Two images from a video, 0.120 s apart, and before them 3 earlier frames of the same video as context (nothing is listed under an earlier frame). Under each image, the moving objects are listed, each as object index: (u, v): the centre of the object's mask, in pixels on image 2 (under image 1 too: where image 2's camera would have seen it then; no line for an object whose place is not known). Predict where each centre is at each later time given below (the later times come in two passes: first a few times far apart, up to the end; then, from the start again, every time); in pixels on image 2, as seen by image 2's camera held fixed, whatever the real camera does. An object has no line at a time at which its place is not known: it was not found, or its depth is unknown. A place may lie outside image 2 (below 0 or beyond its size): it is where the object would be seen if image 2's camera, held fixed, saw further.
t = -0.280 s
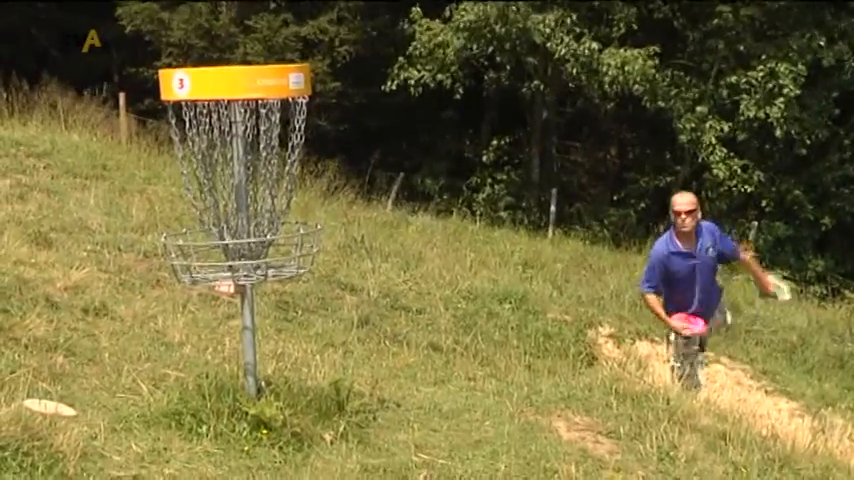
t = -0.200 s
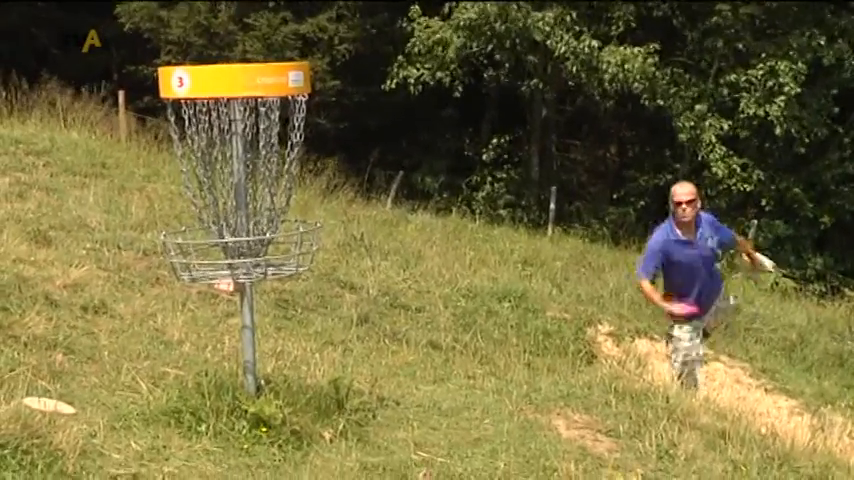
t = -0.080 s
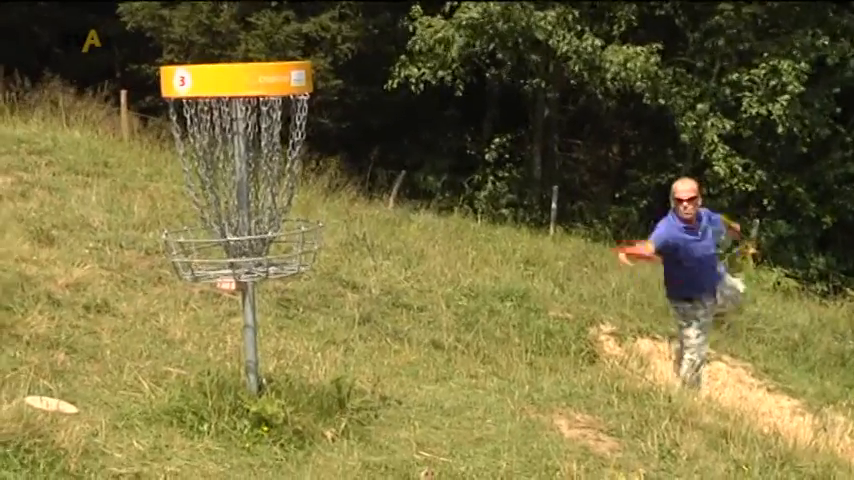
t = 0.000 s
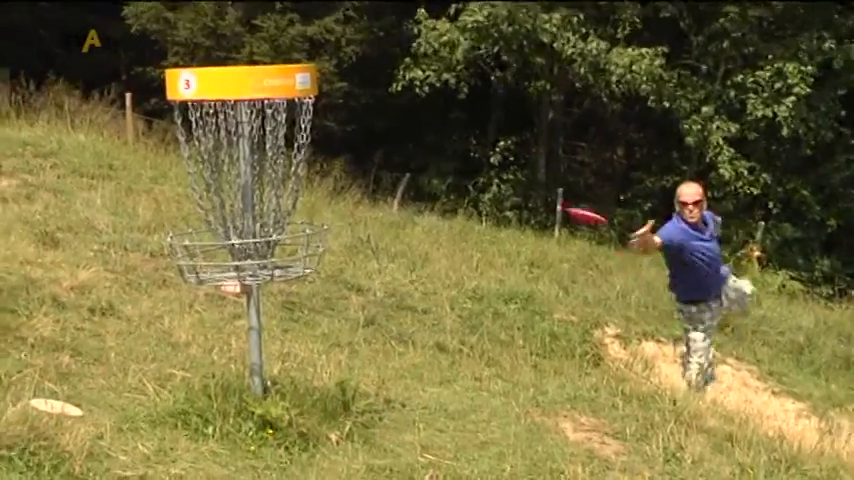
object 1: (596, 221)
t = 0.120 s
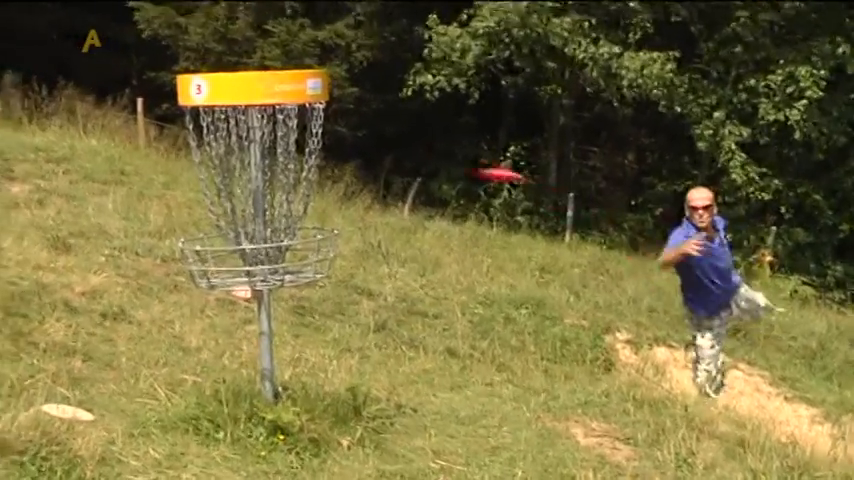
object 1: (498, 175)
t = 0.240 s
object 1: (392, 145)
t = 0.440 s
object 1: (295, 150)
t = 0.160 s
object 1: (466, 162)
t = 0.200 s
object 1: (430, 153)
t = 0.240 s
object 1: (392, 145)
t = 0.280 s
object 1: (352, 138)
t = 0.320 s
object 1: (314, 131)
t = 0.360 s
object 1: (297, 133)
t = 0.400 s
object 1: (290, 134)
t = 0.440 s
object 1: (295, 150)
